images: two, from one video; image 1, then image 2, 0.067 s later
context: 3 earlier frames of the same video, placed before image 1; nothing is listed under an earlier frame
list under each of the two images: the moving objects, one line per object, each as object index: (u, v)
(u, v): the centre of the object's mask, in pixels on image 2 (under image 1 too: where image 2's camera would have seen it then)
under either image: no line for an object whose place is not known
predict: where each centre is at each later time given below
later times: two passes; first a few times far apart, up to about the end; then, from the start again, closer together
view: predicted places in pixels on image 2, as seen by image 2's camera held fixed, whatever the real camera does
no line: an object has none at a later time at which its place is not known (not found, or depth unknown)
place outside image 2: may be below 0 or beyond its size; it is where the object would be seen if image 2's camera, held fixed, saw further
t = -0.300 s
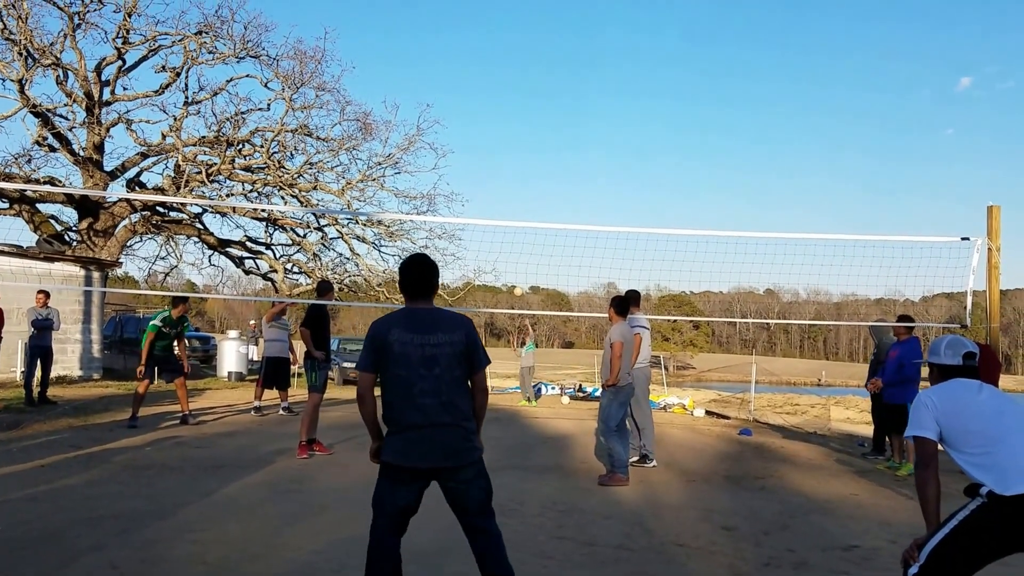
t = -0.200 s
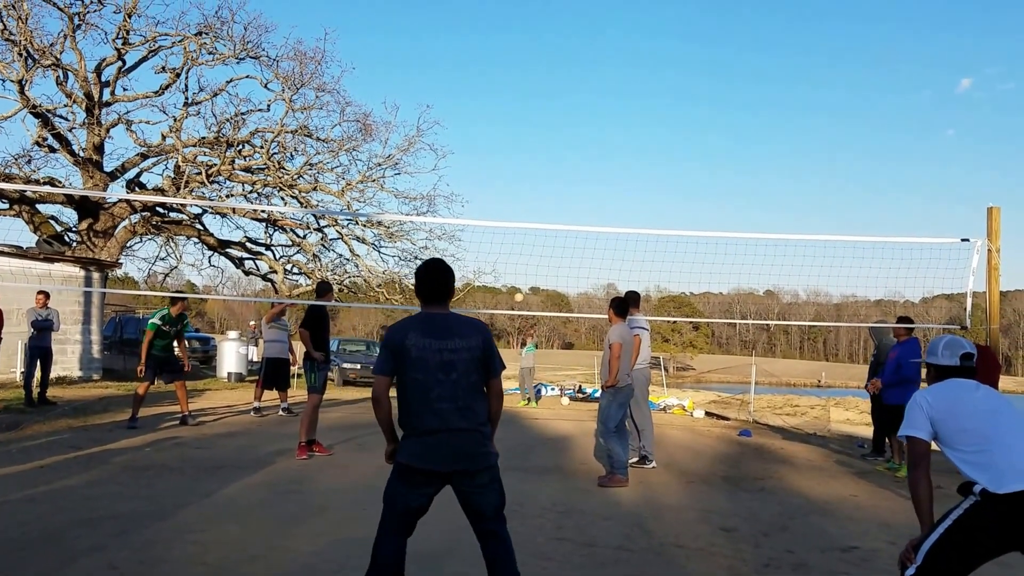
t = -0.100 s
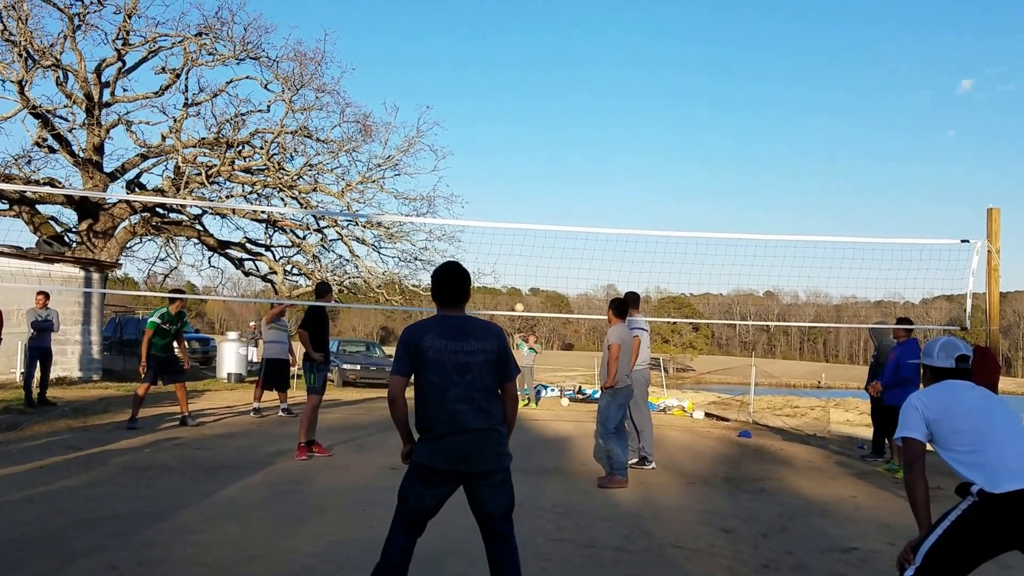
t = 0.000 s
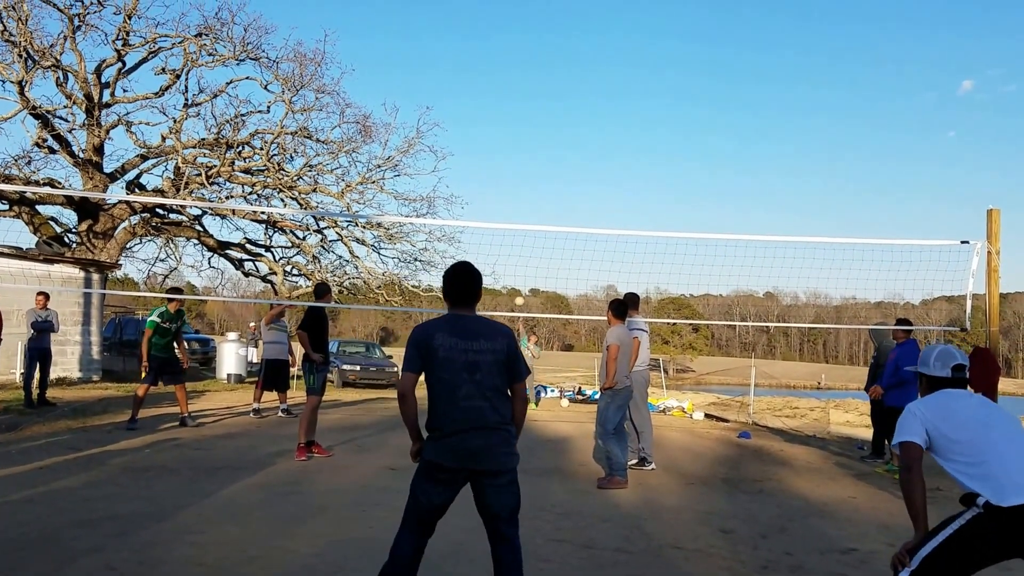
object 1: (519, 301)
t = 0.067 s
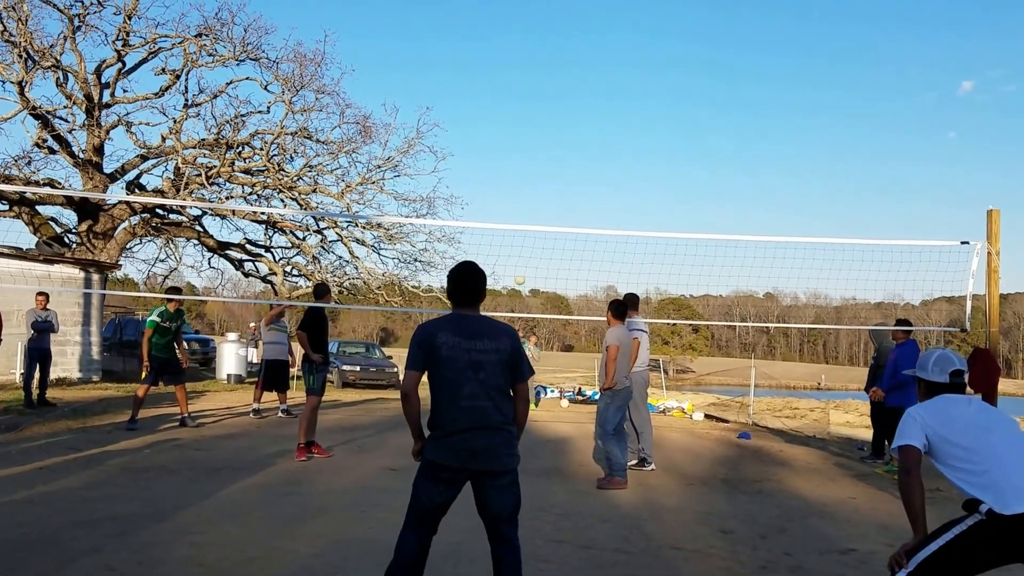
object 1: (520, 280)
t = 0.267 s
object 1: (523, 215)
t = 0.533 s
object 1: (533, 135)
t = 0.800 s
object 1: (550, 77)
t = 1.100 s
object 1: (596, 72)
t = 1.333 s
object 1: (679, 191)
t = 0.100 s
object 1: (520, 269)
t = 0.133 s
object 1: (521, 258)
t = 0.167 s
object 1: (521, 247)
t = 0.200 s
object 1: (521, 236)
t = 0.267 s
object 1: (523, 215)
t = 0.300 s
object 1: (524, 204)
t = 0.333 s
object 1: (525, 194)
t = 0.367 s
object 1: (526, 183)
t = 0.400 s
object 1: (527, 174)
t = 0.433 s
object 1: (528, 164)
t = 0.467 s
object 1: (530, 154)
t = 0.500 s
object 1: (531, 145)
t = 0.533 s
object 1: (533, 135)
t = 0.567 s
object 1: (534, 127)
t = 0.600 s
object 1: (536, 118)
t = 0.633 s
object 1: (538, 110)
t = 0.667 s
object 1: (540, 102)
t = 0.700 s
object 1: (542, 95)
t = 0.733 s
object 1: (544, 88)
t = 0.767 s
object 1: (547, 82)
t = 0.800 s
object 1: (550, 77)
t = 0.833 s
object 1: (553, 72)
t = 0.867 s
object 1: (557, 68)
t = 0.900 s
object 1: (561, 65)
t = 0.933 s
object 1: (565, 63)
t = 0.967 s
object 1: (570, 62)
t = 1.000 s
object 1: (575, 62)
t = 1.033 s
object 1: (582, 64)
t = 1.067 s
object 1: (588, 67)
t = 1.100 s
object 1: (596, 72)
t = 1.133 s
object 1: (604, 78)
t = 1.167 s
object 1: (614, 87)
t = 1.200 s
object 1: (624, 100)
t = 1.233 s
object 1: (636, 115)
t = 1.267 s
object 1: (649, 135)
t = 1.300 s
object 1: (664, 161)
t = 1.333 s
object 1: (679, 191)
